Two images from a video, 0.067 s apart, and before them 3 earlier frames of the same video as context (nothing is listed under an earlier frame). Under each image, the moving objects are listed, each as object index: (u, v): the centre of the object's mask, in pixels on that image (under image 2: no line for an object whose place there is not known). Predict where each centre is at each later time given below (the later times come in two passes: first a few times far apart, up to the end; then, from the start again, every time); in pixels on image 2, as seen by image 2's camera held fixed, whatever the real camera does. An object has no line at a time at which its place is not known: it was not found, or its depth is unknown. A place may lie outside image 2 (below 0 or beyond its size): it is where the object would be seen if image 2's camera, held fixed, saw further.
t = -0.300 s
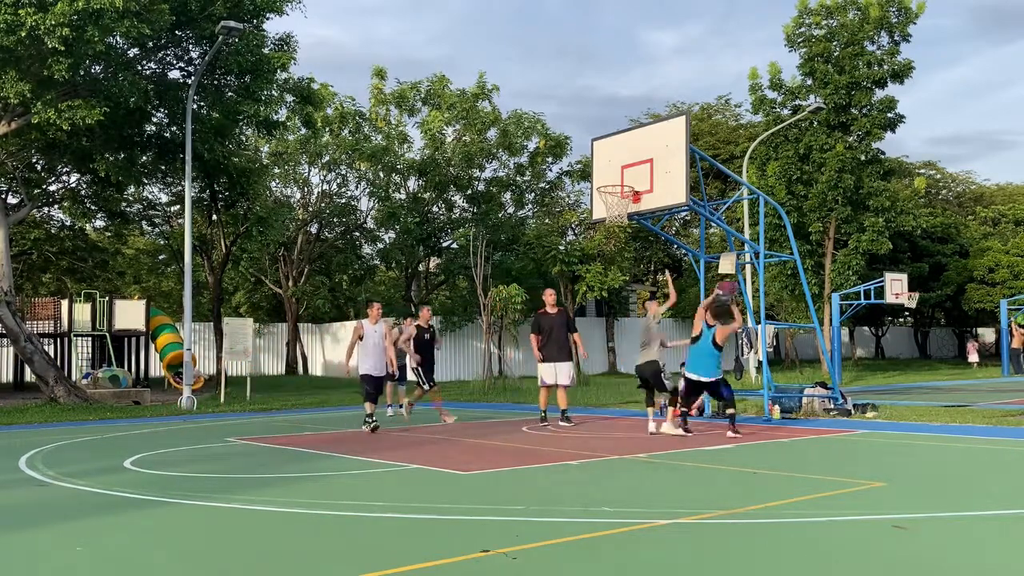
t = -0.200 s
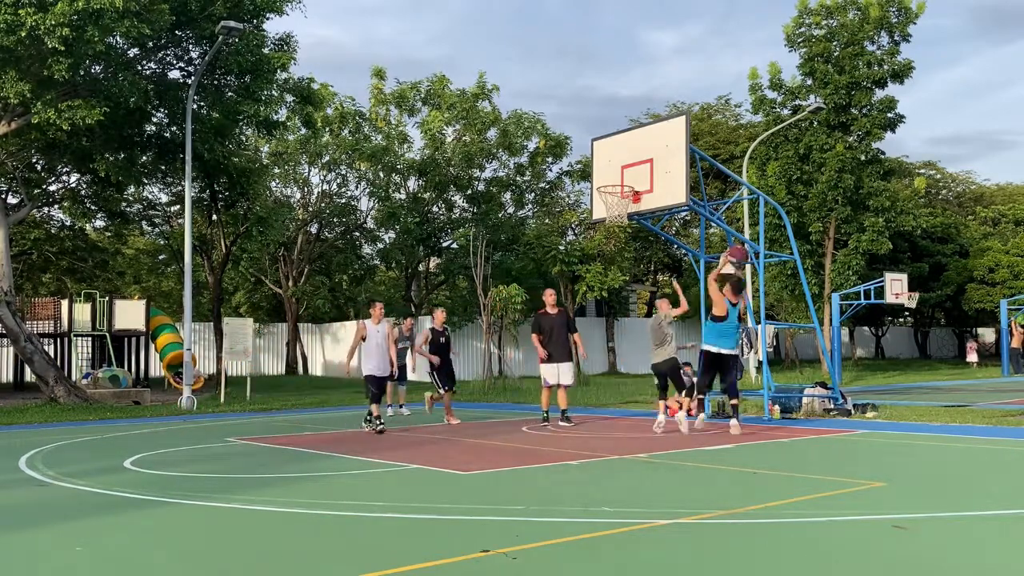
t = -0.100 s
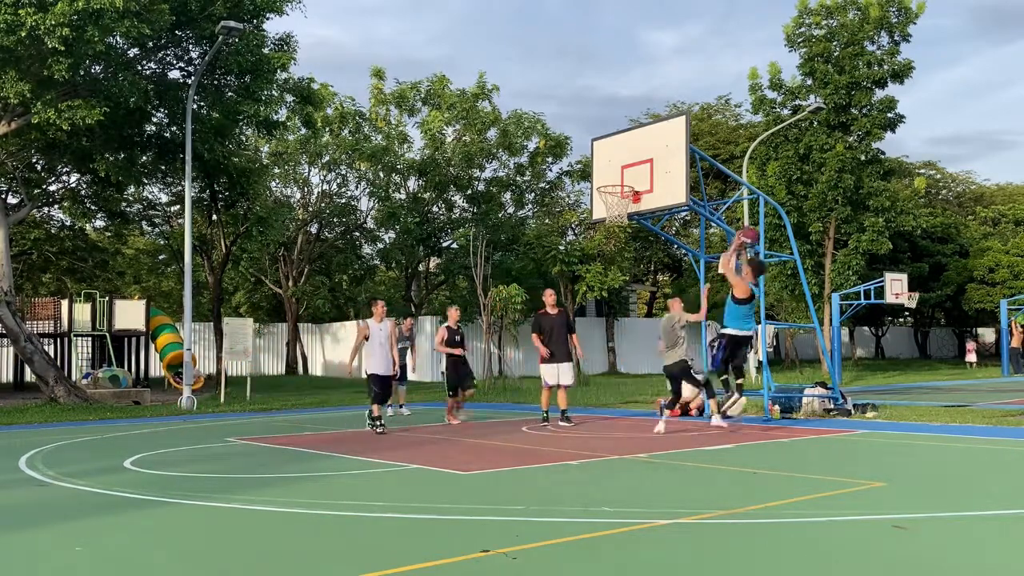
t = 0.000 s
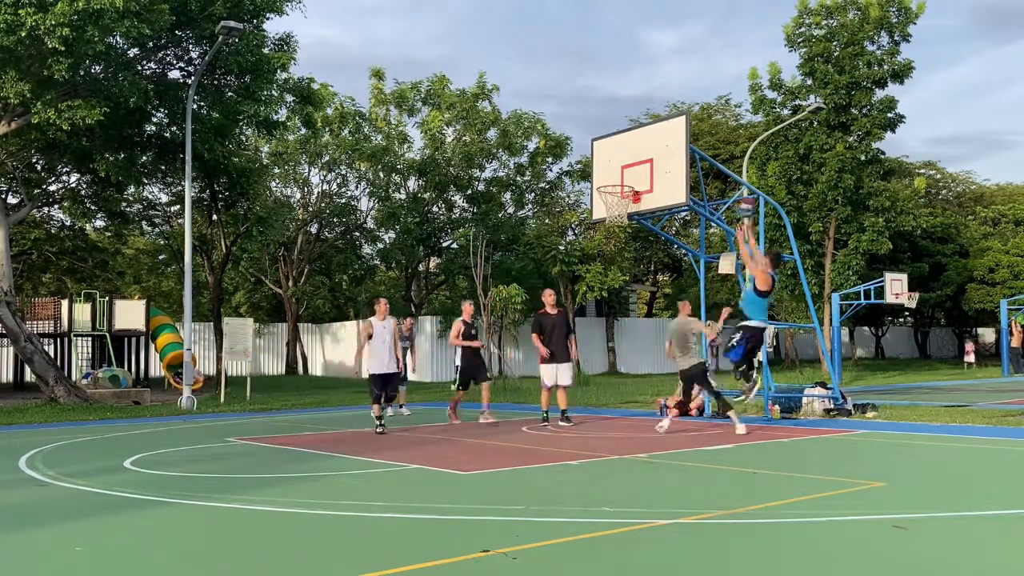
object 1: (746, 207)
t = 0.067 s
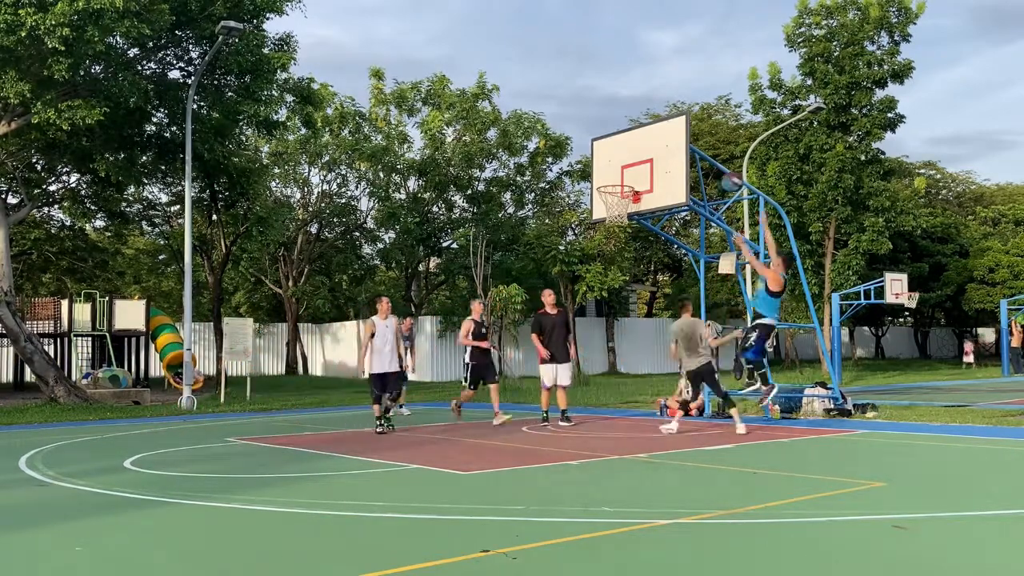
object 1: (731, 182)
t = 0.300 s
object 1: (689, 127)
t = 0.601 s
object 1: (641, 126)
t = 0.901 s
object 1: (608, 183)
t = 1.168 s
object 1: (632, 165)
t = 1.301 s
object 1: (638, 166)
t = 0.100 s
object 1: (725, 170)
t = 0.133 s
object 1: (718, 161)
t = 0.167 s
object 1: (710, 152)
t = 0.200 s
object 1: (706, 144)
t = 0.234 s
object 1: (700, 137)
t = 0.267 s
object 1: (695, 132)
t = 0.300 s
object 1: (689, 127)
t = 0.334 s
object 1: (683, 124)
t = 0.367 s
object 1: (677, 122)
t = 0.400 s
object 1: (672, 119)
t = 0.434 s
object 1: (667, 118)
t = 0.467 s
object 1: (662, 118)
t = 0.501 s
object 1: (655, 119)
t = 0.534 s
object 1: (650, 120)
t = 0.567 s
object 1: (646, 123)
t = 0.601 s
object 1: (641, 126)
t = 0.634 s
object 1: (636, 130)
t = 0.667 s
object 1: (631, 135)
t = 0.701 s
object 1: (627, 141)
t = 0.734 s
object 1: (622, 148)
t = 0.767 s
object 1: (618, 155)
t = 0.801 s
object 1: (613, 163)
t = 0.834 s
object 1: (609, 172)
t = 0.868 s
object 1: (605, 181)
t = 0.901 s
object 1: (608, 183)
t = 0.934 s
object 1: (614, 183)
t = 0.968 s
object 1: (622, 184)
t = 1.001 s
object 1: (625, 180)
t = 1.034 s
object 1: (627, 176)
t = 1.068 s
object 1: (628, 172)
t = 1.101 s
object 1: (630, 169)
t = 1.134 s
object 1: (631, 166)
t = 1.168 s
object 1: (632, 165)
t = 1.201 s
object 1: (634, 164)
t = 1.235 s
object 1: (636, 164)
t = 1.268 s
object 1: (637, 165)
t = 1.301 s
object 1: (638, 166)
